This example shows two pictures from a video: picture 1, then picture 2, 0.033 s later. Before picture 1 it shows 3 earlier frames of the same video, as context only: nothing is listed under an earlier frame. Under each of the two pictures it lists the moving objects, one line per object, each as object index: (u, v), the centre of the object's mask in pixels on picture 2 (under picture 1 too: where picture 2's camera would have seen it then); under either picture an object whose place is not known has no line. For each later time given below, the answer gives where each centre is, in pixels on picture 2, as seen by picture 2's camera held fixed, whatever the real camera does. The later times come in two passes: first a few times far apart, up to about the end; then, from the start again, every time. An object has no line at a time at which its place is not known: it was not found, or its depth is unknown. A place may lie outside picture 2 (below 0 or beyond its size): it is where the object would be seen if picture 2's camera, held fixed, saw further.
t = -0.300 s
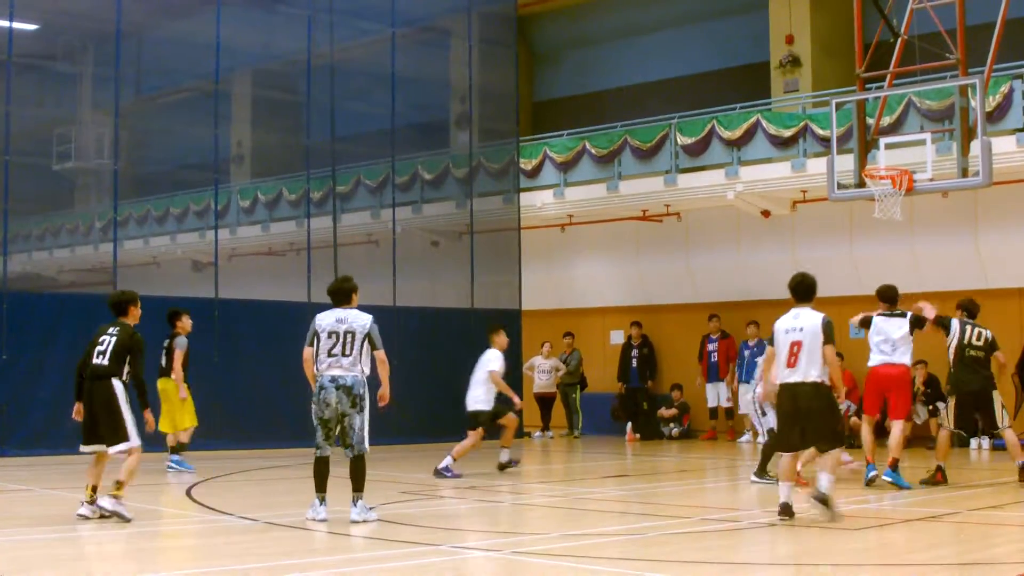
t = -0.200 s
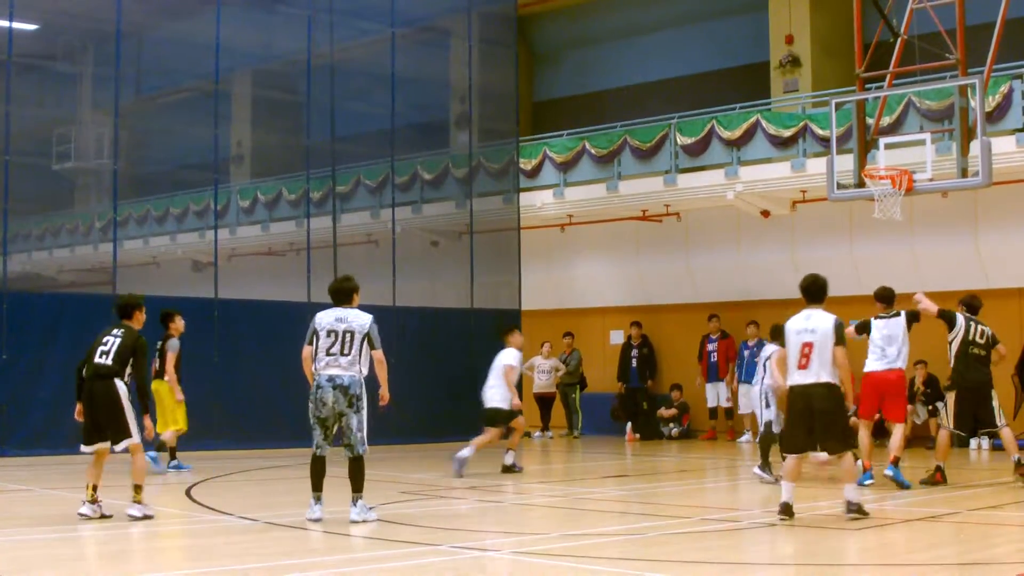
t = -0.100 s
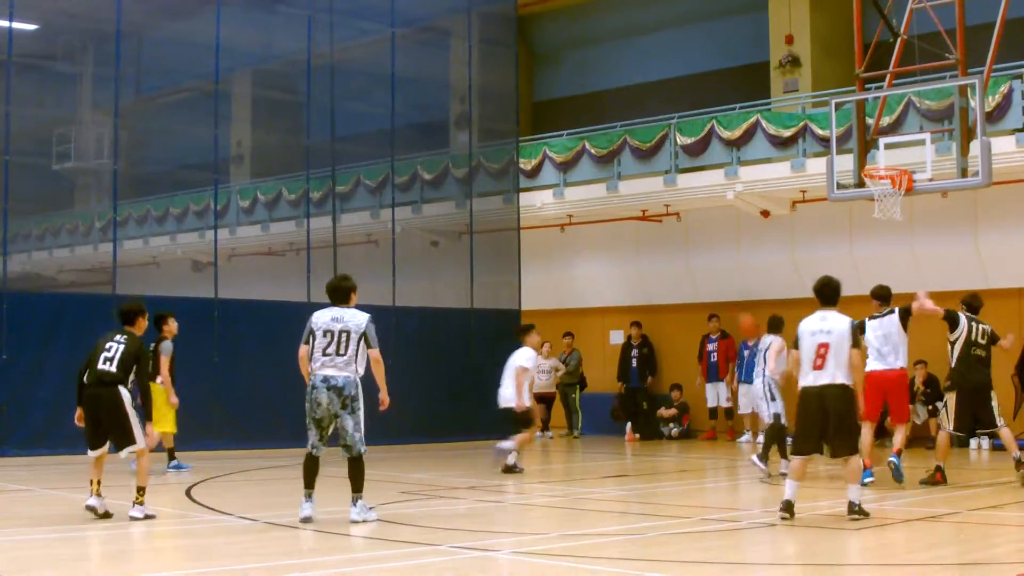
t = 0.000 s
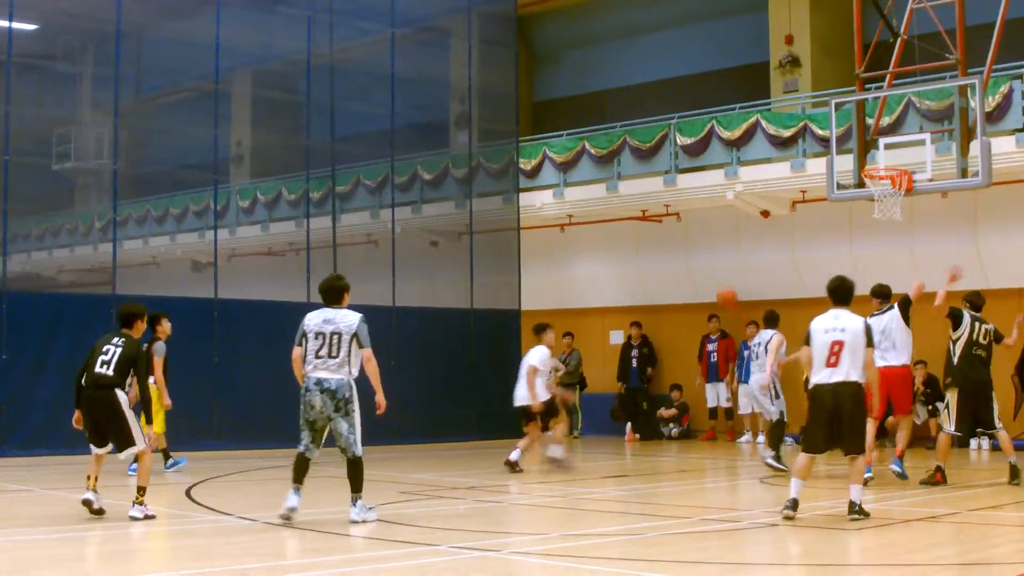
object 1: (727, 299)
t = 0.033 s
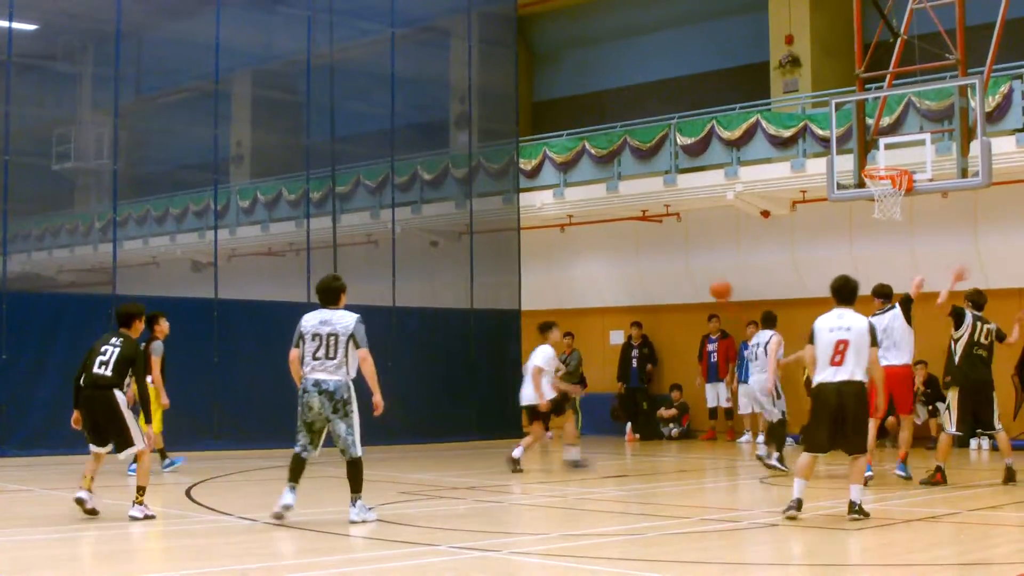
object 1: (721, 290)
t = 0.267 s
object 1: (676, 266)
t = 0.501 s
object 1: (634, 287)
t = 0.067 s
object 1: (714, 284)
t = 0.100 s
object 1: (708, 278)
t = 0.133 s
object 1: (701, 274)
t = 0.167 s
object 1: (695, 270)
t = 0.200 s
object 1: (689, 268)
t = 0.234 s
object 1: (682, 267)
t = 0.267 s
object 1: (676, 266)
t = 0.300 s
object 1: (670, 266)
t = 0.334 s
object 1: (664, 267)
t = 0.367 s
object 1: (658, 269)
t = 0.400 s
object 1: (652, 271)
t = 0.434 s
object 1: (646, 275)
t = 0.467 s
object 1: (639, 281)
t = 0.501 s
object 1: (634, 287)
